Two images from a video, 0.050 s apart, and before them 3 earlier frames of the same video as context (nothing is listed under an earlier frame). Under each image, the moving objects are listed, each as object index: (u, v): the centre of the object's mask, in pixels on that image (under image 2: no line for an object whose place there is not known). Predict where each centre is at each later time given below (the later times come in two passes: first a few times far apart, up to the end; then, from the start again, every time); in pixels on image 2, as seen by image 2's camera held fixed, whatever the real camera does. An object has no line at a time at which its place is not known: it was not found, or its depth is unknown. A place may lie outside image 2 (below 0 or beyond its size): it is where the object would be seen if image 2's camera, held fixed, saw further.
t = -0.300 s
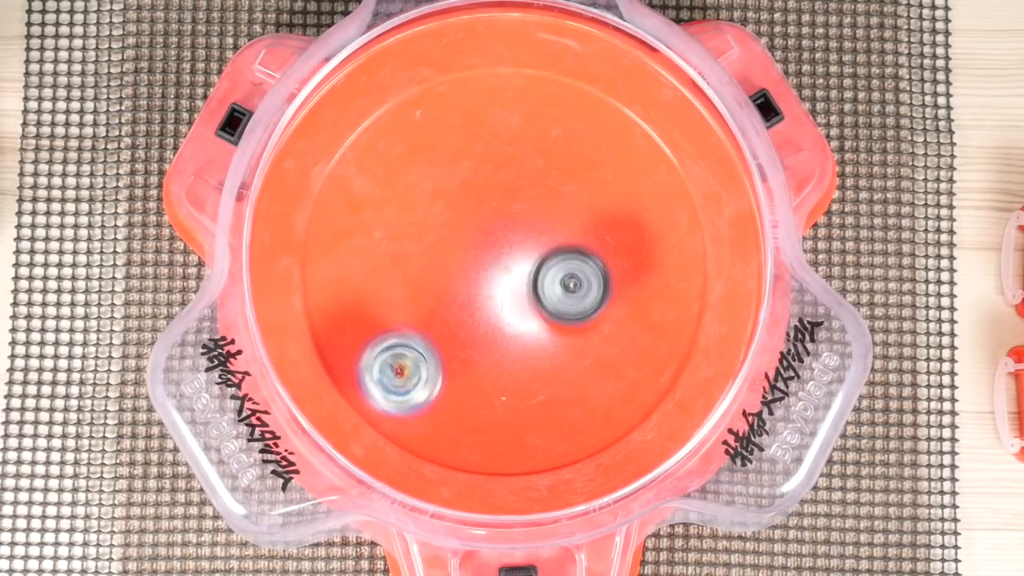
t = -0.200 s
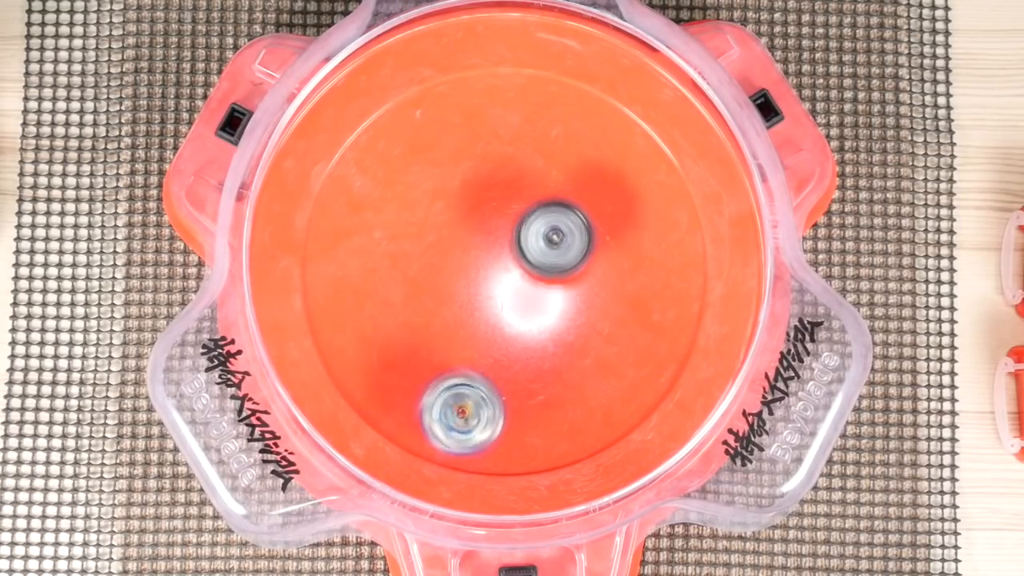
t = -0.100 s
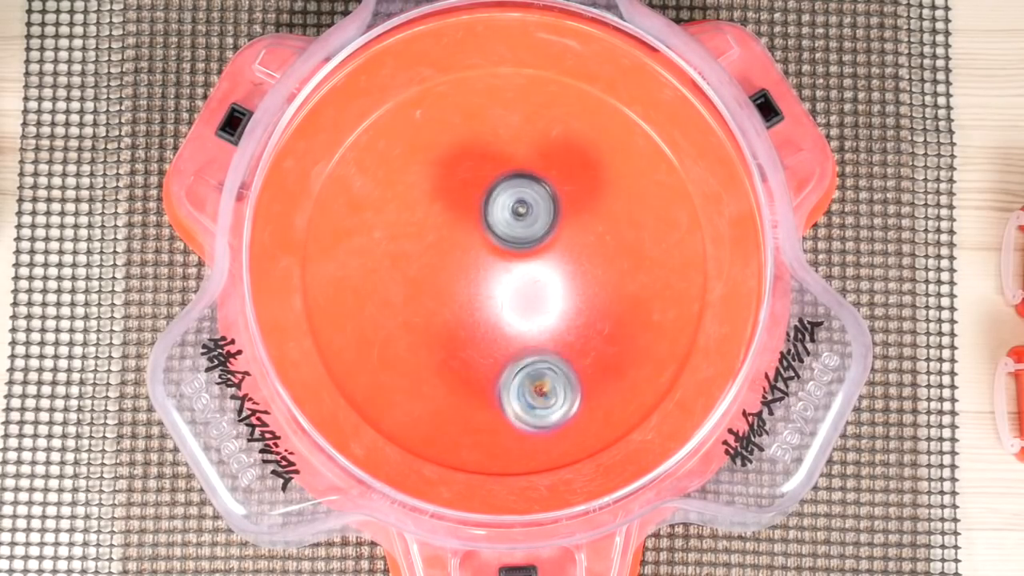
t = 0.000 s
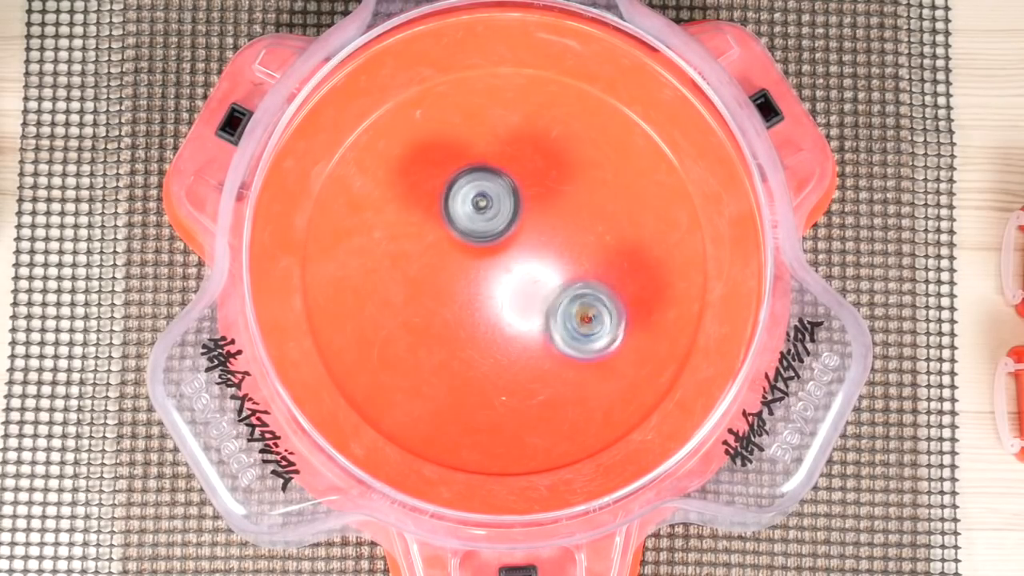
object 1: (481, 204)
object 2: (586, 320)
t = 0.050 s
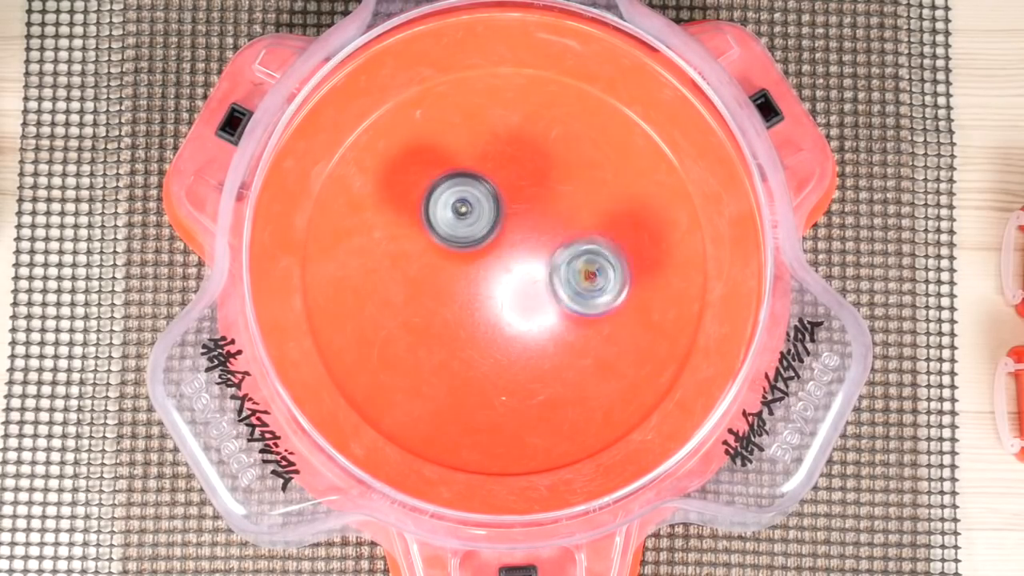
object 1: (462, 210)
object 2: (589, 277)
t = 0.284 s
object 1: (439, 280)
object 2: (477, 148)
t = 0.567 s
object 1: (538, 286)
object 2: (381, 284)
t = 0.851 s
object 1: (519, 209)
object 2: (586, 312)
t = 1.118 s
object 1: (479, 245)
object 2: (580, 151)
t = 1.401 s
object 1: (521, 281)
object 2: (433, 249)
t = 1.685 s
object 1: (545, 264)
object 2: (559, 360)
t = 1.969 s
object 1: (500, 261)
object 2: (593, 222)
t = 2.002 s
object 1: (498, 267)
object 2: (577, 212)
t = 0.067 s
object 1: (457, 213)
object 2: (587, 262)
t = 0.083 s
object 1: (452, 217)
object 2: (585, 248)
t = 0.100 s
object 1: (447, 221)
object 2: (581, 235)
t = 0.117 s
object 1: (443, 227)
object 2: (574, 222)
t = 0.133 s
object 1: (439, 231)
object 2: (568, 211)
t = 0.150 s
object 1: (437, 236)
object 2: (561, 199)
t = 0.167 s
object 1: (435, 241)
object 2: (552, 189)
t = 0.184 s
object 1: (434, 246)
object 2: (543, 181)
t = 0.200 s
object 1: (433, 252)
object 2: (534, 172)
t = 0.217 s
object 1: (433, 259)
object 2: (523, 165)
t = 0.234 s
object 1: (433, 265)
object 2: (513, 159)
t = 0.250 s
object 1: (434, 271)
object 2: (501, 154)
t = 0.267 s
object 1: (436, 275)
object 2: (489, 150)
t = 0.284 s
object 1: (439, 280)
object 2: (477, 148)
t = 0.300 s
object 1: (442, 285)
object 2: (465, 146)
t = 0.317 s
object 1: (446, 289)
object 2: (452, 147)
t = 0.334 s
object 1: (452, 293)
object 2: (441, 148)
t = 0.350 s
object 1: (457, 298)
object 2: (428, 150)
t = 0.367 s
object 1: (463, 301)
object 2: (417, 156)
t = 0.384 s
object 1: (470, 304)
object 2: (406, 161)
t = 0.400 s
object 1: (477, 305)
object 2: (396, 168)
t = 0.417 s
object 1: (484, 306)
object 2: (387, 177)
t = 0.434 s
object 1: (491, 307)
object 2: (380, 186)
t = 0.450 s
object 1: (498, 306)
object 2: (373, 197)
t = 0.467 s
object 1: (506, 305)
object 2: (369, 209)
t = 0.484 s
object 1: (512, 303)
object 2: (366, 221)
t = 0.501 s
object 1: (518, 301)
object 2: (365, 234)
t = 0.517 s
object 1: (524, 298)
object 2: (367, 247)
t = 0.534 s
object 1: (529, 294)
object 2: (369, 259)
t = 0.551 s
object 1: (534, 290)
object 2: (373, 272)
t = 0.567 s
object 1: (538, 286)
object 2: (381, 284)
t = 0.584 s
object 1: (541, 280)
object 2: (388, 295)
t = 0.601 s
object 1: (545, 274)
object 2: (397, 306)
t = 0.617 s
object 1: (547, 268)
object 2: (407, 316)
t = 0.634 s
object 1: (549, 262)
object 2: (418, 324)
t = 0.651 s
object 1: (549, 257)
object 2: (430, 331)
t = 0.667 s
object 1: (549, 251)
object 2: (443, 337)
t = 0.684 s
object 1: (548, 245)
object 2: (457, 342)
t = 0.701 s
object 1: (547, 240)
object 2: (472, 345)
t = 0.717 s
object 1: (545, 235)
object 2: (485, 346)
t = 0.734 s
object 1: (543, 231)
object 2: (500, 348)
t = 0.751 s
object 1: (540, 227)
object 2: (514, 347)
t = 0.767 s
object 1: (537, 222)
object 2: (527, 345)
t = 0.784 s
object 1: (534, 218)
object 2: (539, 342)
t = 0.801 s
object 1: (530, 215)
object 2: (552, 336)
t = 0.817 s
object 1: (526, 212)
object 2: (564, 329)
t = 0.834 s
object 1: (523, 210)
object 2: (576, 321)
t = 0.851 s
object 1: (519, 209)
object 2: (586, 312)
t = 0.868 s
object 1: (515, 209)
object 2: (594, 303)
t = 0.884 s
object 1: (510, 208)
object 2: (600, 293)
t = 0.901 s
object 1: (506, 208)
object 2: (607, 283)
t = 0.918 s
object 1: (501, 208)
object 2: (613, 272)
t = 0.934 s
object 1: (497, 209)
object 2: (617, 261)
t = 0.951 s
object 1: (493, 210)
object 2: (621, 250)
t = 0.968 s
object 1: (490, 212)
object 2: (623, 238)
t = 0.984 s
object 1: (487, 214)
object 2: (623, 226)
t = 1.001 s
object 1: (485, 218)
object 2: (623, 214)
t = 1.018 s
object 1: (483, 222)
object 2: (620, 203)
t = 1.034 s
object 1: (481, 226)
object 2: (618, 193)
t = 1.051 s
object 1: (479, 230)
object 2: (613, 181)
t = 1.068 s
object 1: (478, 235)
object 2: (606, 172)
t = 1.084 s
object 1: (478, 238)
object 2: (599, 164)
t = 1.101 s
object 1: (478, 242)
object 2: (590, 156)
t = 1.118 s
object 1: (479, 245)
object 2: (580, 151)
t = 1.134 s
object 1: (481, 248)
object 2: (570, 145)
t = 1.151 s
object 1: (483, 250)
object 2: (558, 142)
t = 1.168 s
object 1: (485, 253)
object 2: (548, 140)
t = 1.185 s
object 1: (488, 256)
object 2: (535, 139)
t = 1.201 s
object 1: (490, 258)
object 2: (523, 142)
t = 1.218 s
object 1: (492, 260)
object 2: (511, 145)
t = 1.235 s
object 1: (494, 261)
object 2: (499, 150)
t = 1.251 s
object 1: (495, 263)
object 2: (489, 156)
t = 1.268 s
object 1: (496, 264)
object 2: (479, 164)
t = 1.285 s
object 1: (498, 266)
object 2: (470, 174)
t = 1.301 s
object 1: (500, 267)
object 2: (462, 184)
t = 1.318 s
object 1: (502, 269)
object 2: (455, 195)
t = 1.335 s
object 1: (505, 272)
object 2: (448, 205)
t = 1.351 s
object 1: (509, 275)
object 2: (442, 215)
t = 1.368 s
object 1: (513, 278)
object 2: (438, 226)
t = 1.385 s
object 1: (517, 280)
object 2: (435, 237)
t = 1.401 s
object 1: (521, 281)
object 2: (433, 249)
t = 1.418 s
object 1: (525, 283)
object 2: (433, 261)
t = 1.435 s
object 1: (528, 284)
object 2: (434, 272)
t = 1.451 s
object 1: (533, 284)
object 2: (436, 285)
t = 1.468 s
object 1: (536, 284)
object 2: (441, 297)
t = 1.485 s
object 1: (540, 283)
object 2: (445, 307)
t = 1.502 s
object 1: (543, 282)
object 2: (451, 318)
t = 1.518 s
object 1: (545, 280)
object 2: (457, 328)
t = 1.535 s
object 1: (547, 277)
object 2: (466, 338)
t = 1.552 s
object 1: (548, 275)
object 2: (475, 345)
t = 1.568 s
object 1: (548, 273)
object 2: (484, 351)
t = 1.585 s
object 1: (548, 272)
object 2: (495, 356)
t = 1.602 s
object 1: (548, 270)
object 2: (505, 361)
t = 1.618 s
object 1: (548, 269)
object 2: (516, 364)
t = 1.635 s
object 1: (548, 268)
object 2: (528, 364)
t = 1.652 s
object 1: (547, 267)
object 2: (539, 363)
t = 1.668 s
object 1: (546, 266)
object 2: (550, 362)
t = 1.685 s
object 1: (545, 264)
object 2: (559, 360)
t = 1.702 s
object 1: (542, 263)
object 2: (570, 356)
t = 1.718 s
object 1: (539, 262)
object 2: (578, 350)
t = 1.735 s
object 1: (536, 261)
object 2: (586, 343)
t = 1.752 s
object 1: (533, 260)
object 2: (592, 335)
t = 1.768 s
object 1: (531, 260)
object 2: (598, 327)
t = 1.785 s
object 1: (529, 260)
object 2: (604, 317)
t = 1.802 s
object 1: (528, 259)
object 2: (606, 307)
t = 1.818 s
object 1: (528, 259)
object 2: (609, 298)
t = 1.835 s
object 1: (525, 258)
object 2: (611, 289)
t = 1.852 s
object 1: (521, 256)
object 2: (613, 280)
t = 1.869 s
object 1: (517, 255)
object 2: (614, 271)
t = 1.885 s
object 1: (513, 254)
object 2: (612, 262)
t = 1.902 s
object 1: (510, 254)
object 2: (612, 252)
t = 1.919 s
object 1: (507, 255)
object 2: (608, 244)
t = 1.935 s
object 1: (505, 256)
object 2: (604, 236)
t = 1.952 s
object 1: (502, 258)
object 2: (598, 228)
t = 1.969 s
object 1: (500, 261)
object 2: (593, 222)
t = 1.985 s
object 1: (499, 264)
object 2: (585, 216)
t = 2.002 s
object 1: (498, 267)
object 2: (577, 212)
